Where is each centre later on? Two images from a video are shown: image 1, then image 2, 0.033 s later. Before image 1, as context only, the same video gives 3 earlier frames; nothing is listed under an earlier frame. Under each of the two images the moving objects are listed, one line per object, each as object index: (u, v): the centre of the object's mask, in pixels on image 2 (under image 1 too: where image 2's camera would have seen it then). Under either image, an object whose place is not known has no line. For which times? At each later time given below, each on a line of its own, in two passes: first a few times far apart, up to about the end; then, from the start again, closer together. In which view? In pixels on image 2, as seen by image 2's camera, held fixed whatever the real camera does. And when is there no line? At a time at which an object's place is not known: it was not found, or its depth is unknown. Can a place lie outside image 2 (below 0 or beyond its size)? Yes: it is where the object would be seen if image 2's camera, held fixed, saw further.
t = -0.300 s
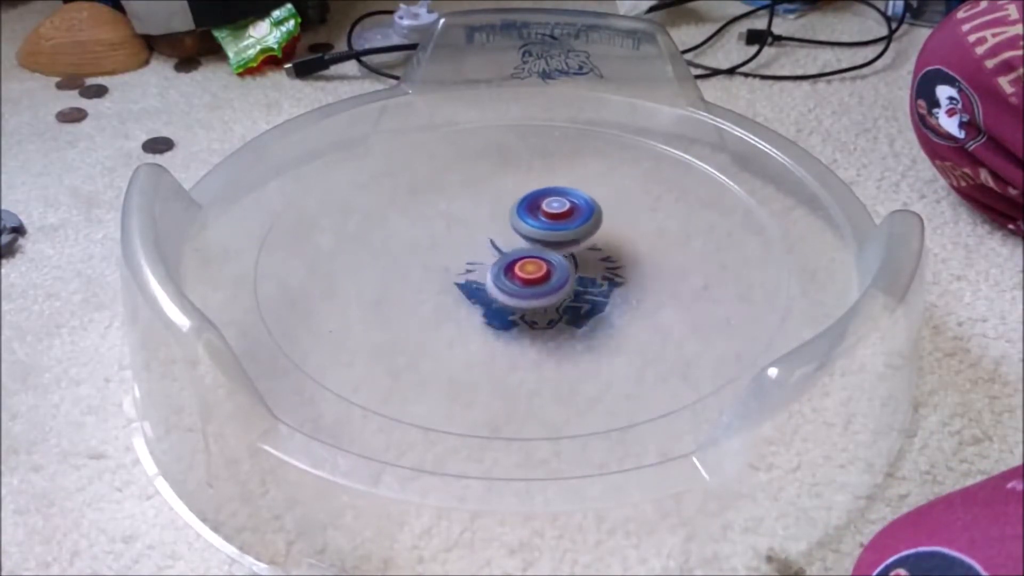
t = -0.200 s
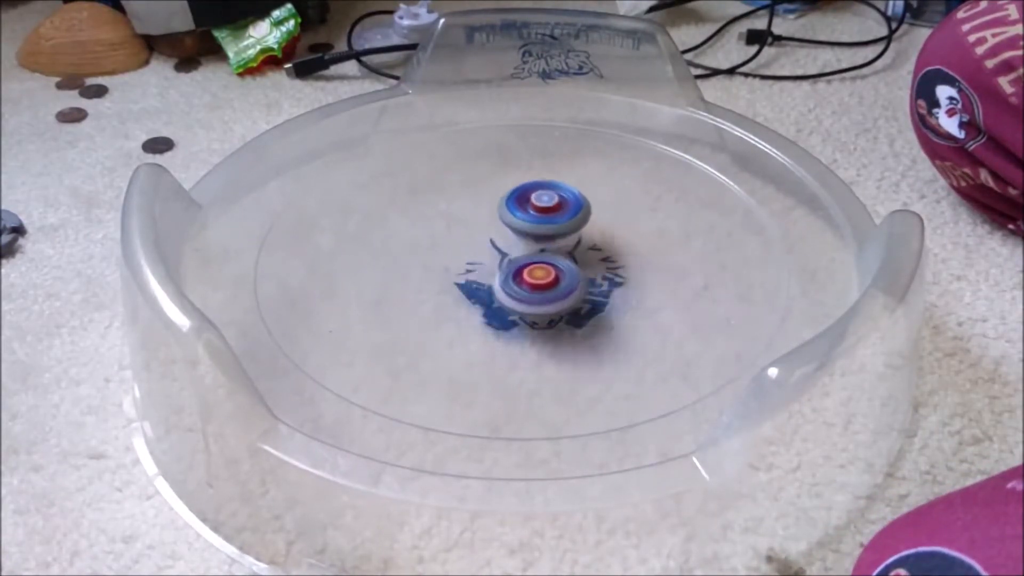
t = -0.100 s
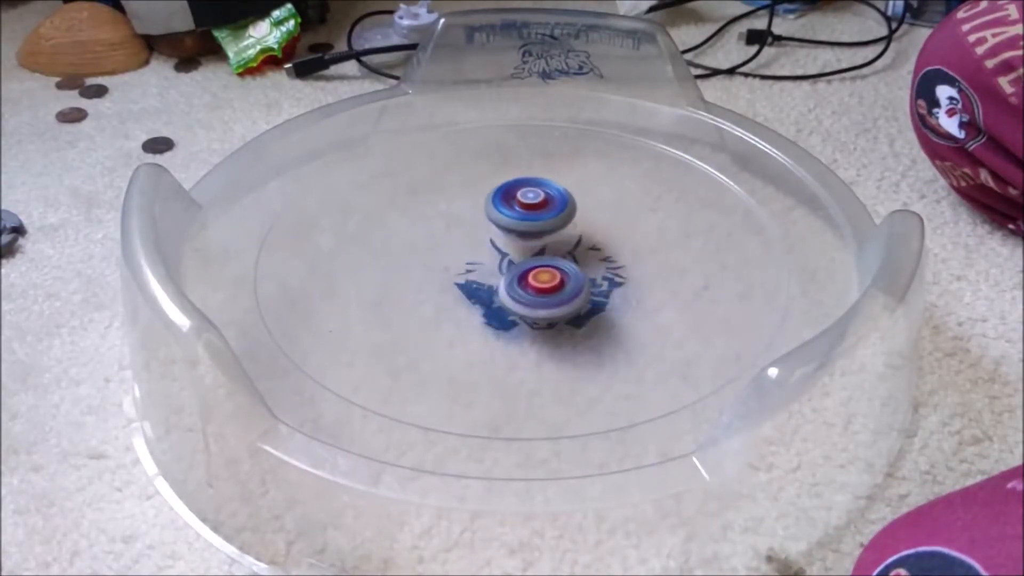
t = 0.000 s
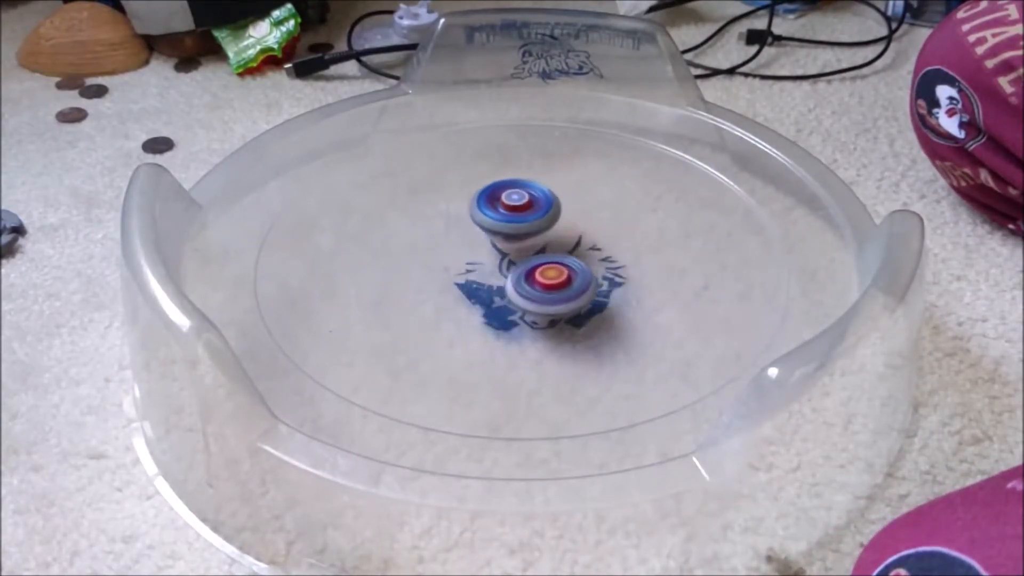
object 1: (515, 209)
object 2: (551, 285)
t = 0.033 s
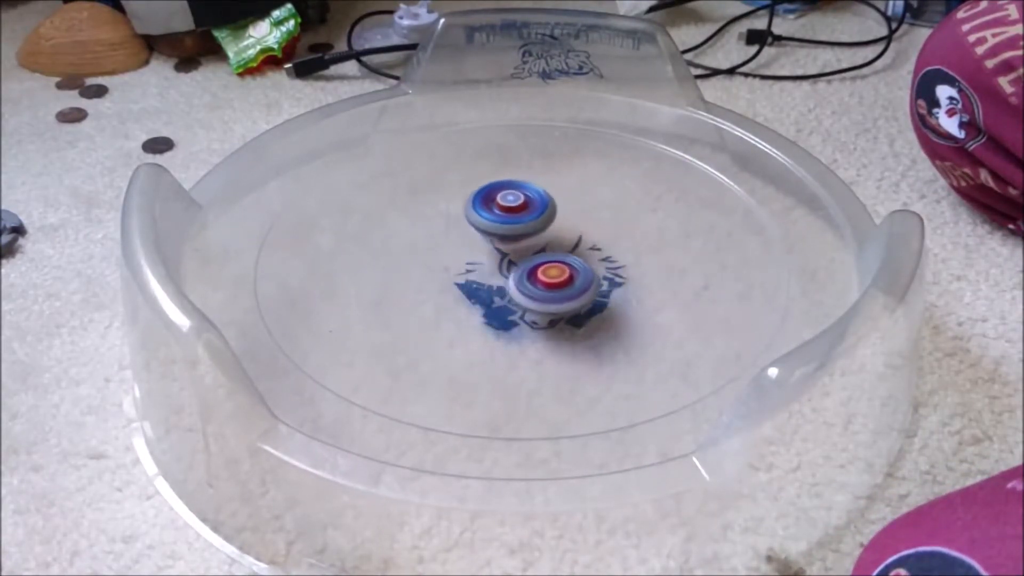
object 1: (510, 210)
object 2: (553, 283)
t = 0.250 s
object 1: (490, 222)
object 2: (559, 276)
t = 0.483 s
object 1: (470, 237)
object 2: (573, 273)
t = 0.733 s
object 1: (470, 253)
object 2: (569, 268)
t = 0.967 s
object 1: (463, 265)
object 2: (566, 262)
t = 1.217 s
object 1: (405, 280)
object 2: (617, 242)
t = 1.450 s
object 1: (441, 294)
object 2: (578, 238)
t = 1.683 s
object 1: (471, 299)
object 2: (545, 246)
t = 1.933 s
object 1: (476, 309)
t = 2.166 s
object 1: (503, 309)
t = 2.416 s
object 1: (528, 296)
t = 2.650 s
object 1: (593, 319)
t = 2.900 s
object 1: (625, 290)
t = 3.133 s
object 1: (621, 269)
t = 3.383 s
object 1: (603, 254)
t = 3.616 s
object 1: (612, 226)
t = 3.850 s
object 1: (587, 214)
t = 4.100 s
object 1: (557, 213)
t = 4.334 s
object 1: (530, 170)
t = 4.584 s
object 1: (483, 179)
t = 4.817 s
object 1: (457, 202)
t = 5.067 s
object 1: (457, 235)
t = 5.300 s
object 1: (410, 246)
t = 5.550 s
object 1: (417, 279)
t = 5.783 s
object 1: (454, 301)
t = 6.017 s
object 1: (497, 308)
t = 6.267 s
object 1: (536, 303)
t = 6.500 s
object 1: (570, 292)
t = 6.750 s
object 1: (599, 278)
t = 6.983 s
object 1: (608, 265)
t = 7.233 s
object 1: (642, 248)
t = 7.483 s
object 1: (681, 223)
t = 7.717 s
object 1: (661, 211)
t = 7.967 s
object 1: (622, 213)
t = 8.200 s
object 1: (583, 213)
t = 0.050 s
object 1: (508, 211)
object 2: (554, 283)
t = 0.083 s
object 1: (504, 213)
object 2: (556, 282)
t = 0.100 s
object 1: (502, 213)
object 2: (557, 281)
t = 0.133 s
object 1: (499, 215)
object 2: (558, 280)
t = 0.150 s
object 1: (498, 216)
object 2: (558, 279)
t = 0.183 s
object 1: (495, 218)
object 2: (559, 278)
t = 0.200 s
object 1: (494, 219)
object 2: (559, 278)
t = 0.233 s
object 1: (491, 221)
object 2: (559, 277)
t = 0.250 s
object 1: (490, 222)
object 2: (559, 276)
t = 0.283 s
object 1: (487, 226)
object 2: (559, 275)
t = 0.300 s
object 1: (486, 228)
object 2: (559, 275)
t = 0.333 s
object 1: (483, 230)
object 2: (559, 274)
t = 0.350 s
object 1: (483, 232)
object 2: (559, 273)
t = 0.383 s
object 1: (482, 236)
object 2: (558, 273)
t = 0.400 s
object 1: (481, 237)
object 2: (558, 272)
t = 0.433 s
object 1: (474, 237)
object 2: (564, 273)
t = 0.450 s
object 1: (472, 236)
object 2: (568, 273)
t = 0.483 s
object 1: (470, 237)
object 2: (573, 273)
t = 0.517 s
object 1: (469, 239)
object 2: (575, 273)
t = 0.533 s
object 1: (469, 240)
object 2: (575, 272)
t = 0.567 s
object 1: (469, 243)
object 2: (575, 272)
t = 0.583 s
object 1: (468, 244)
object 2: (575, 272)
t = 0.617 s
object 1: (468, 246)
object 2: (573, 271)
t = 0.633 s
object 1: (468, 247)
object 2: (573, 271)
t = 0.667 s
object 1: (469, 249)
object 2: (572, 270)
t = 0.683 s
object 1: (469, 251)
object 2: (571, 269)
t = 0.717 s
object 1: (469, 252)
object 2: (569, 269)
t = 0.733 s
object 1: (470, 253)
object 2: (569, 268)
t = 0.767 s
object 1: (471, 255)
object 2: (567, 267)
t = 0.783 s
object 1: (471, 256)
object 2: (566, 267)
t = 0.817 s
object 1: (467, 257)
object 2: (569, 265)
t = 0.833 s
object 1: (464, 257)
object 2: (570, 265)
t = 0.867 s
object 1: (462, 258)
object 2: (571, 264)
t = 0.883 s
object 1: (462, 259)
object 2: (570, 264)
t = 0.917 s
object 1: (463, 262)
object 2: (569, 263)
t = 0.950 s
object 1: (463, 264)
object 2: (568, 263)
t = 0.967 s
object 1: (463, 265)
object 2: (566, 262)
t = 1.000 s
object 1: (465, 267)
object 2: (564, 261)
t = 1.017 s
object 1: (465, 268)
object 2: (563, 261)
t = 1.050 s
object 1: (467, 270)
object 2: (561, 260)
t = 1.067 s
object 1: (467, 270)
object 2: (560, 260)
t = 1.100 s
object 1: (449, 270)
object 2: (573, 254)
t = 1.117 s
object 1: (437, 274)
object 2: (584, 253)
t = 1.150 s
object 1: (417, 274)
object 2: (603, 247)
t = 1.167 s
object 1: (411, 275)
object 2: (609, 246)
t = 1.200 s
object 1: (405, 278)
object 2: (616, 243)
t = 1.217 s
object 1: (405, 280)
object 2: (617, 242)
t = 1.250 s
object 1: (406, 283)
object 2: (614, 241)
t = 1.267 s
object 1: (407, 285)
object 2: (611, 240)
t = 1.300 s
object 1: (409, 288)
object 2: (606, 240)
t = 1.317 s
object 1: (411, 289)
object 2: (603, 240)
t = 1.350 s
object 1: (416, 292)
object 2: (597, 239)
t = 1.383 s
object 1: (423, 293)
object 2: (590, 239)
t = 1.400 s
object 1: (427, 293)
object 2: (587, 238)
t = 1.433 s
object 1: (437, 294)
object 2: (581, 238)
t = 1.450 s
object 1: (441, 294)
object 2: (578, 238)
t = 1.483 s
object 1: (447, 295)
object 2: (572, 239)
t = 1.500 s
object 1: (450, 296)
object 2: (569, 240)
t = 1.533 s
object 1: (455, 297)
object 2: (564, 240)
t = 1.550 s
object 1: (456, 298)
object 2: (561, 241)
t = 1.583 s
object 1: (460, 298)
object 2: (557, 242)
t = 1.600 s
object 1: (461, 298)
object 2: (555, 243)
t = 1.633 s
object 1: (465, 299)
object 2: (551, 244)
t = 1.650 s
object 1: (467, 299)
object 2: (549, 245)
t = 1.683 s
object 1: (471, 299)
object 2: (545, 246)
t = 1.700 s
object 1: (473, 299)
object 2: (543, 247)
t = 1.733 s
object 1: (478, 299)
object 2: (540, 248)
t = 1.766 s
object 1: (482, 298)
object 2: (538, 249)
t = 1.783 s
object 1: (484, 297)
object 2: (537, 249)
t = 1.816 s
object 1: (488, 296)
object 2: (535, 249)
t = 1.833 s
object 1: (487, 296)
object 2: (537, 248)
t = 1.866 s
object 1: (479, 304)
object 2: (540, 237)
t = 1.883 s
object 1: (477, 307)
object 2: (544, 233)
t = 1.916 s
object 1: (475, 309)
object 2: (548, 227)
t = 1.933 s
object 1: (476, 309)
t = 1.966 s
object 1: (479, 310)
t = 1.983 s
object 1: (481, 310)
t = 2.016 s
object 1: (485, 310)
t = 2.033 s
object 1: (487, 310)
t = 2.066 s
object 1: (492, 310)
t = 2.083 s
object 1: (494, 310)
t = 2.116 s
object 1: (498, 310)
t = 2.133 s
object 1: (500, 309)
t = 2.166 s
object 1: (503, 309)
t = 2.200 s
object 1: (507, 308)
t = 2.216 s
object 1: (509, 307)
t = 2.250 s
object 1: (512, 305)
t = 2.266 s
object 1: (514, 304)
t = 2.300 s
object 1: (518, 302)
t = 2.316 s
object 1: (520, 301)
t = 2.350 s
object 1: (523, 300)
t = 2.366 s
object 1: (524, 299)
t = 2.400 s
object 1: (527, 298)
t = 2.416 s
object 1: (528, 296)
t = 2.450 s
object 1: (532, 294)
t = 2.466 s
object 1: (537, 294)
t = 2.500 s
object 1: (548, 309)
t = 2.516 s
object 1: (555, 314)
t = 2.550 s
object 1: (569, 321)
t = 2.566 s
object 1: (574, 323)
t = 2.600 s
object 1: (582, 323)
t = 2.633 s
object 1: (589, 321)
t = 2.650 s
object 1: (593, 319)
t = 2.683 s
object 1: (598, 315)
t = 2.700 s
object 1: (601, 314)
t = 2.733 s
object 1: (607, 310)
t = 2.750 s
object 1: (611, 308)
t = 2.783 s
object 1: (615, 304)
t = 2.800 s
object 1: (616, 302)
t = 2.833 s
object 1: (621, 298)
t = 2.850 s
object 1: (621, 296)
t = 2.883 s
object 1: (624, 293)
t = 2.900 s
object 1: (625, 290)
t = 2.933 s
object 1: (626, 287)
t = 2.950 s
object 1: (628, 285)
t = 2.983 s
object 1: (627, 282)
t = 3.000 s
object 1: (628, 280)
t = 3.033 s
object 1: (627, 277)
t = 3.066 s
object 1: (626, 275)
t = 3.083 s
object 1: (625, 272)
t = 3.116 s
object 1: (623, 270)
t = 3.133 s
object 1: (621, 269)
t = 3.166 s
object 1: (619, 266)
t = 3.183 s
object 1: (617, 265)
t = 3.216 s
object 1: (615, 264)
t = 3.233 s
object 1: (614, 263)
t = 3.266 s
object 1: (612, 261)
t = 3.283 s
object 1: (611, 260)
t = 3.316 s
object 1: (608, 258)
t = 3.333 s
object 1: (607, 256)
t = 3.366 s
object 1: (605, 254)
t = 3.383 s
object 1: (603, 254)
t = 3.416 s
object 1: (600, 252)
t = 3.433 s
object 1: (598, 251)
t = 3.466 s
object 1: (606, 243)
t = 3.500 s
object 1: (616, 238)
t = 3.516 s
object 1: (618, 235)
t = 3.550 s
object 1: (617, 232)
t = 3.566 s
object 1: (616, 230)
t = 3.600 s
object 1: (614, 227)
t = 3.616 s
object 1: (612, 226)
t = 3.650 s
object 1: (609, 223)
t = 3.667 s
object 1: (608, 222)
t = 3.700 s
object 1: (604, 220)
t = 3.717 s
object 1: (602, 219)
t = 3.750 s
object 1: (599, 217)
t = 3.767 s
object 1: (597, 217)
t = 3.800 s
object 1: (593, 215)
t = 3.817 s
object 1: (591, 214)
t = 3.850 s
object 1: (587, 214)
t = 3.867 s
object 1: (585, 213)
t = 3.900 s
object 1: (581, 213)
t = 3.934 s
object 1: (577, 212)
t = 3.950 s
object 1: (575, 212)
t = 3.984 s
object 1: (571, 212)
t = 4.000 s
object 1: (569, 212)
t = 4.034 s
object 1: (565, 212)
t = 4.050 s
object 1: (562, 212)
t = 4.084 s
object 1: (559, 213)
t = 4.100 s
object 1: (557, 213)
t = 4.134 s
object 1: (553, 213)
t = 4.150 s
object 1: (551, 213)
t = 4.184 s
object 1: (547, 214)
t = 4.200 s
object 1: (546, 213)
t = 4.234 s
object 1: (543, 195)
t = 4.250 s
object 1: (542, 190)
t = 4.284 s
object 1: (537, 178)
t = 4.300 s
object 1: (535, 174)
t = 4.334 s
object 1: (530, 170)
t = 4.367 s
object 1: (523, 170)
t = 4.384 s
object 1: (519, 170)
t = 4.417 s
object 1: (512, 171)
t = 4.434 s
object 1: (508, 171)
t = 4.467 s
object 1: (502, 173)
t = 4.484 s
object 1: (499, 173)
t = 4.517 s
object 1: (494, 175)
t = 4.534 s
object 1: (491, 176)
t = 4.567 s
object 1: (486, 178)
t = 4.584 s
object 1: (483, 179)
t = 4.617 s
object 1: (478, 181)
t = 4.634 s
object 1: (476, 183)
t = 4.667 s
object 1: (471, 186)
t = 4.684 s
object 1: (469, 187)
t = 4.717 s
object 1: (466, 190)
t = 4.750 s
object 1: (462, 194)
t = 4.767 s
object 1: (461, 196)
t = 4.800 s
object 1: (458, 200)
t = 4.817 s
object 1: (457, 202)
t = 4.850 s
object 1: (455, 206)
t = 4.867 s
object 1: (455, 208)
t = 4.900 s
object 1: (454, 212)
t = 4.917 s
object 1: (453, 215)
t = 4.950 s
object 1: (454, 219)
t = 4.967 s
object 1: (454, 222)
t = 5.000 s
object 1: (454, 227)
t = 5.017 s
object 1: (454, 229)
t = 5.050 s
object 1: (456, 233)
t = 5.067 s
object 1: (457, 235)
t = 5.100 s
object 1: (459, 240)
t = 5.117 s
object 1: (461, 242)
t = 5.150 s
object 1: (464, 247)
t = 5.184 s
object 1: (467, 251)
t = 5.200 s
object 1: (462, 249)
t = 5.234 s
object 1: (440, 248)
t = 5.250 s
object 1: (429, 247)
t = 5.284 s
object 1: (415, 246)
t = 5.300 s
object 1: (410, 246)
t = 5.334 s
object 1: (407, 249)
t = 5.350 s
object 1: (408, 251)
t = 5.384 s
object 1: (408, 256)
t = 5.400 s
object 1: (408, 259)
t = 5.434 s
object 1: (409, 263)
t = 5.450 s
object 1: (410, 266)
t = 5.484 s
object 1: (412, 270)
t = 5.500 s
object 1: (413, 272)
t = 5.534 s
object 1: (416, 276)
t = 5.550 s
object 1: (417, 279)
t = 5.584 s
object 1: (420, 283)
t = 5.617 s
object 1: (424, 286)
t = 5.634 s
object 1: (426, 288)
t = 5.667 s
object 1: (433, 291)
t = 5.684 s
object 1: (436, 293)
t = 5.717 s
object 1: (443, 296)
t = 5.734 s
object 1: (445, 297)
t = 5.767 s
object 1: (451, 299)
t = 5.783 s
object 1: (454, 301)
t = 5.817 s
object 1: (459, 303)
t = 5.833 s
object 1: (462, 303)
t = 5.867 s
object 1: (468, 305)
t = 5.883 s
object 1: (471, 305)
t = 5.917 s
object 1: (477, 306)
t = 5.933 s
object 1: (481, 307)
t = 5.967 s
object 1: (487, 308)
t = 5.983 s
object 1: (490, 308)
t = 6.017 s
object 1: (497, 308)
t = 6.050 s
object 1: (503, 307)
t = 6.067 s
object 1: (506, 308)
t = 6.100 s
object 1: (511, 306)
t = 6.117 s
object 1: (514, 306)
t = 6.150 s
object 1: (519, 305)
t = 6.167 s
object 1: (521, 305)
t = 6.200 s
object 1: (526, 303)
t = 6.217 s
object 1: (529, 303)
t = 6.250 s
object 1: (533, 304)
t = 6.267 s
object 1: (536, 303)
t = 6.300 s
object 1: (541, 302)
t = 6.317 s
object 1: (543, 301)
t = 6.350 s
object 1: (547, 299)
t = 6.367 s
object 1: (550, 298)
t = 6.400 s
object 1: (554, 296)
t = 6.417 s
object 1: (555, 295)
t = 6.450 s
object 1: (559, 293)
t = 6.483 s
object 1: (564, 291)
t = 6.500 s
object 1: (570, 292)
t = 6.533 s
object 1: (579, 291)
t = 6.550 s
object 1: (581, 290)
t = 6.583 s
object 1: (585, 288)
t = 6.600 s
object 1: (587, 287)
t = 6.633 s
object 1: (590, 286)
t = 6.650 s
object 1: (592, 285)
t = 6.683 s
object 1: (595, 282)
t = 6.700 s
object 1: (597, 281)
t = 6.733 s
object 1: (598, 279)
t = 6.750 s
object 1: (599, 278)
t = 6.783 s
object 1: (601, 275)
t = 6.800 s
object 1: (603, 274)
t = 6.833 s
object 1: (605, 272)
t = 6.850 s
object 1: (605, 271)
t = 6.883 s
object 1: (606, 270)
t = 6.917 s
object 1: (606, 268)
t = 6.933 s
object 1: (607, 267)
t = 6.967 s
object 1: (607, 265)
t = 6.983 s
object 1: (608, 265)
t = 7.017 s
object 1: (607, 263)
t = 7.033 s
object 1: (607, 262)
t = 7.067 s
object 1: (607, 261)
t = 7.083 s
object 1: (607, 260)
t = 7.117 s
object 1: (606, 258)
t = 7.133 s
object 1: (606, 258)
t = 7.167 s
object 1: (605, 257)
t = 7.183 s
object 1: (605, 256)
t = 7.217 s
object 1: (627, 247)
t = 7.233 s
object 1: (642, 248)
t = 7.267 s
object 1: (667, 243)
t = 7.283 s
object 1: (676, 241)
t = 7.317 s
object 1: (684, 237)
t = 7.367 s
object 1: (686, 233)
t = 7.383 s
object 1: (685, 231)
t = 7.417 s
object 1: (684, 228)
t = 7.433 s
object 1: (684, 227)
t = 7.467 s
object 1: (682, 224)
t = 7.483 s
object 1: (681, 223)
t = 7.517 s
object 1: (680, 220)
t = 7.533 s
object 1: (678, 219)
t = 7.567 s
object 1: (676, 217)
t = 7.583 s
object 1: (675, 216)
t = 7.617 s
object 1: (672, 214)
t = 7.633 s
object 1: (670, 214)
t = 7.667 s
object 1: (667, 213)
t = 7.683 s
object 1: (665, 212)
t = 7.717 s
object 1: (661, 211)
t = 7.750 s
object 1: (657, 211)
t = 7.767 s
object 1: (655, 211)
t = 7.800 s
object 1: (650, 211)
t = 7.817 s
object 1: (647, 211)
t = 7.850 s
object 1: (642, 211)
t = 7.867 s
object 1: (639, 211)
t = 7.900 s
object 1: (632, 211)
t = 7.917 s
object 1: (629, 212)
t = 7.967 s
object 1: (622, 213)
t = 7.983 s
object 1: (619, 214)
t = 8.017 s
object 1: (612, 216)
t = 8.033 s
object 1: (609, 216)
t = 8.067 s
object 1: (602, 218)
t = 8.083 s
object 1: (599, 219)
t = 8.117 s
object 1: (592, 221)
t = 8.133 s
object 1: (589, 222)
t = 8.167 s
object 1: (582, 223)
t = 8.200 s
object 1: (583, 213)
